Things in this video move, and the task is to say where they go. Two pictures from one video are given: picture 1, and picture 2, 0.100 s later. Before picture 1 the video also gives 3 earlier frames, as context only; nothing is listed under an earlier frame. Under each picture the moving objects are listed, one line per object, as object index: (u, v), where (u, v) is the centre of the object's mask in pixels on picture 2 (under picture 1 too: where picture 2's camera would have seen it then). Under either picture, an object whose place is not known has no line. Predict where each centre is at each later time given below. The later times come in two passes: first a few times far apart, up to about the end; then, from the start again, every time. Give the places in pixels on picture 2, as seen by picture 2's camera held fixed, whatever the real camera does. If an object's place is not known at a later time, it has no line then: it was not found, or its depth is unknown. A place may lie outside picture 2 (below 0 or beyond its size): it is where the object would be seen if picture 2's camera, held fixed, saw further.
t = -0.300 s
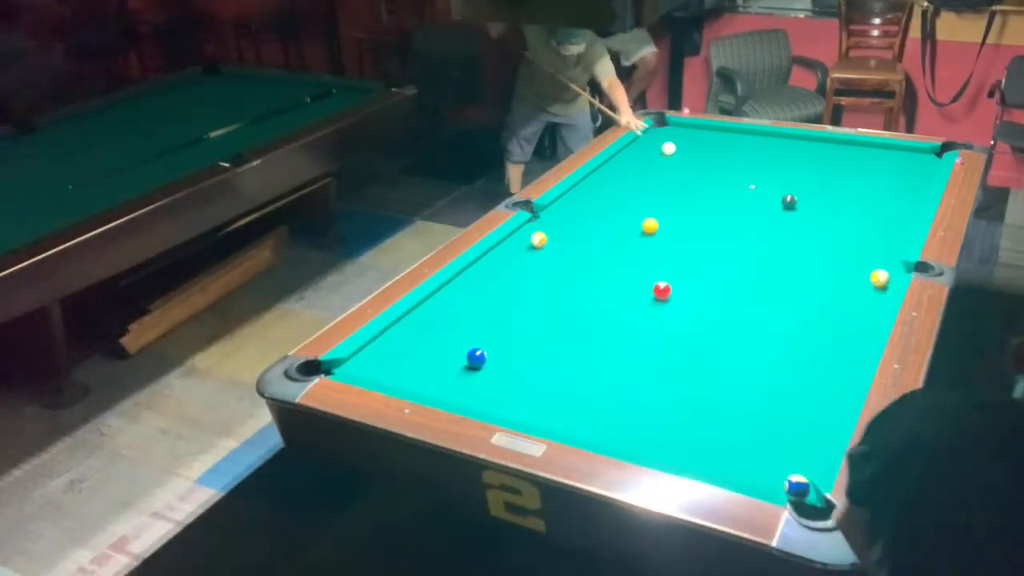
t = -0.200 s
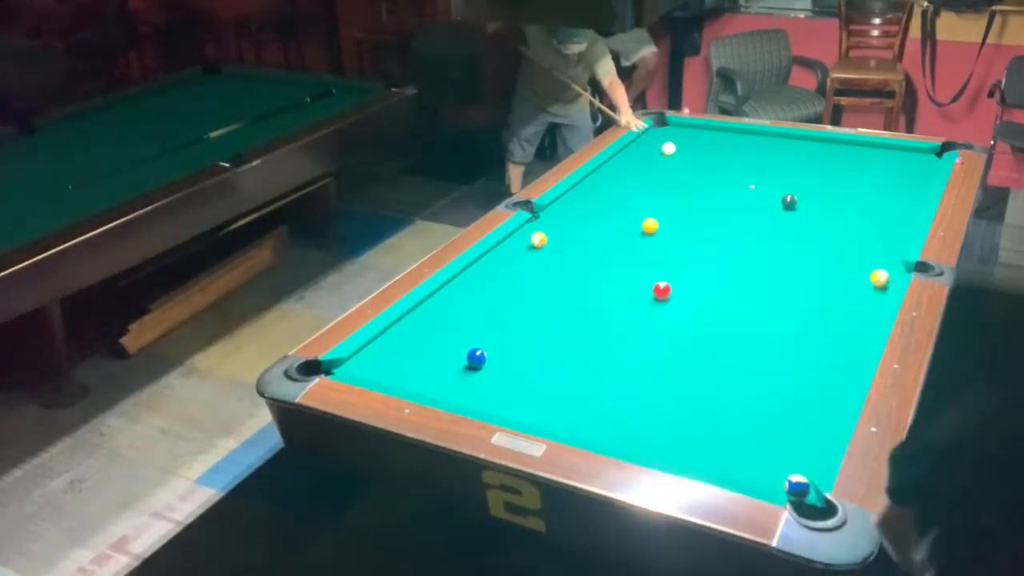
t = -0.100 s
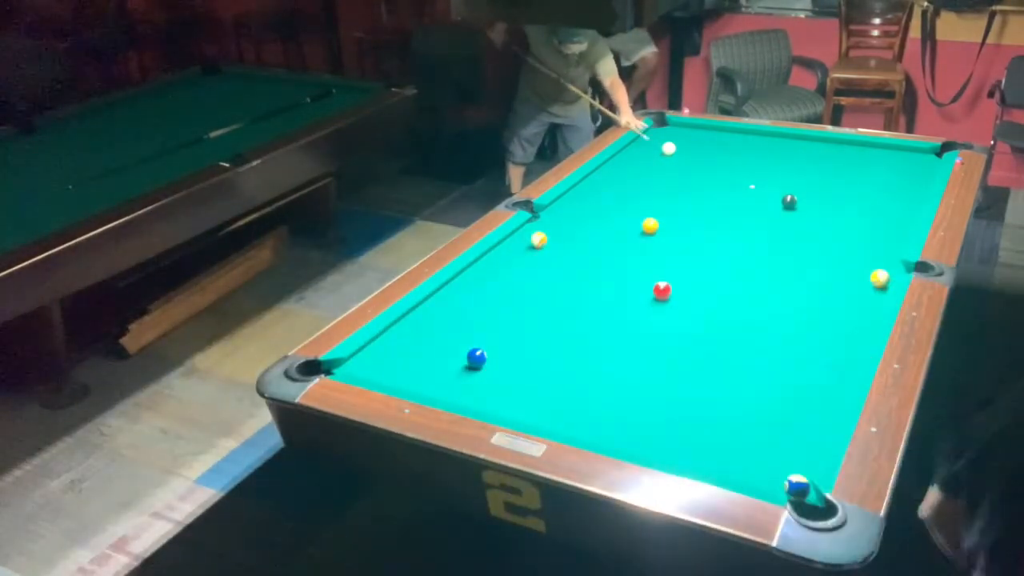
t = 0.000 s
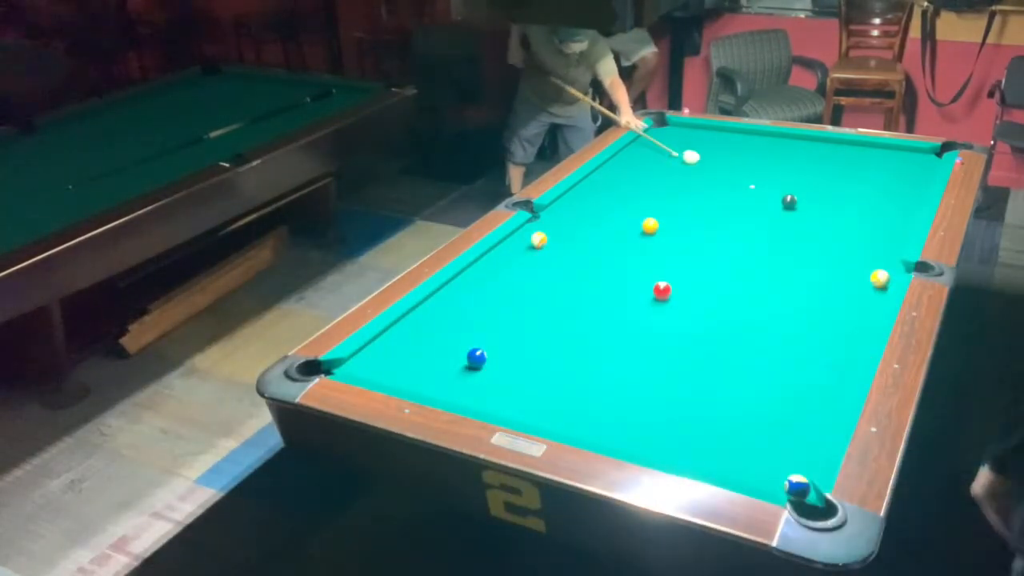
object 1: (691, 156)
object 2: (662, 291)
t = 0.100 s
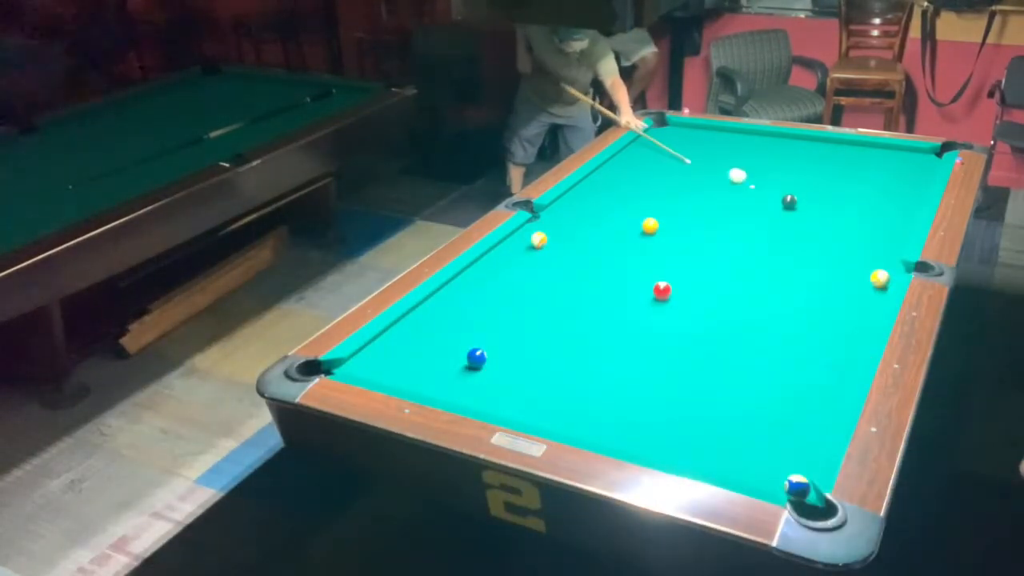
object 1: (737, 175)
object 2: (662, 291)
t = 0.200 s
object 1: (783, 192)
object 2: (662, 291)
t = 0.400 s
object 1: (844, 195)
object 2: (662, 291)
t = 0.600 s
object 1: (887, 193)
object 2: (662, 291)
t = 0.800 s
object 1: (916, 189)
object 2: (662, 291)
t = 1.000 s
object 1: (896, 180)
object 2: (662, 291)
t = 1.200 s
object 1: (877, 171)
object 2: (662, 291)
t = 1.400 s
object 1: (860, 163)
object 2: (662, 291)
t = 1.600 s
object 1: (844, 156)
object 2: (662, 291)
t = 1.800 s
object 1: (829, 149)
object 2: (662, 291)
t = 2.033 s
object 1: (813, 142)
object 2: (662, 291)
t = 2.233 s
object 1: (800, 137)
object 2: (662, 291)
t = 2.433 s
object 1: (786, 138)
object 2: (662, 291)
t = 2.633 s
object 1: (773, 139)
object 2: (662, 291)
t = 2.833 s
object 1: (760, 140)
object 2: (662, 291)
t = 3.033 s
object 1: (749, 140)
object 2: (662, 291)
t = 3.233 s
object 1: (737, 141)
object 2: (663, 291)
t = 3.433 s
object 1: (727, 142)
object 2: (670, 289)
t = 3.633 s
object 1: (718, 143)
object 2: (677, 286)
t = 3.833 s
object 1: (709, 144)
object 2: (684, 284)
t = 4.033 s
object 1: (701, 145)
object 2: (689, 281)
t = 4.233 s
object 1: (693, 145)
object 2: (695, 279)
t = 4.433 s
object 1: (687, 146)
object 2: (700, 278)
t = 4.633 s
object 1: (681, 146)
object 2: (703, 277)
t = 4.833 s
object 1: (676, 147)
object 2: (706, 276)
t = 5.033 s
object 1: (672, 147)
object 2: (708, 275)
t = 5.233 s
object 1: (668, 147)
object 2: (709, 275)
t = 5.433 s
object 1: (666, 148)
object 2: (709, 274)
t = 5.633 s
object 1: (664, 148)
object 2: (709, 274)
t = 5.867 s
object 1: (663, 148)
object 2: (709, 274)
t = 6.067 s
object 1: (663, 148)
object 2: (709, 274)
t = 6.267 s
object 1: (663, 148)
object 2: (709, 274)
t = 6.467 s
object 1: (663, 148)
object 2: (709, 275)
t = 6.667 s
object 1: (663, 148)
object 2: (710, 274)
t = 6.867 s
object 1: (663, 148)
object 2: (709, 274)
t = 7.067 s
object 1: (663, 148)
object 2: (709, 274)
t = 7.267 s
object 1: (663, 148)
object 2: (709, 274)
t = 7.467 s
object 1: (663, 148)
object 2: (709, 274)
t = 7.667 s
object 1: (663, 148)
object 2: (709, 274)
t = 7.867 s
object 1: (663, 148)
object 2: (709, 274)
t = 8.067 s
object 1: (663, 148)
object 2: (709, 274)
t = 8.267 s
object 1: (663, 148)
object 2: (710, 274)
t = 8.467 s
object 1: (663, 148)
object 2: (710, 274)
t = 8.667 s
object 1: (663, 148)
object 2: (710, 274)
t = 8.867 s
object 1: (663, 148)
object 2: (709, 274)
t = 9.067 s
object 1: (663, 148)
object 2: (709, 274)
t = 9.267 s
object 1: (663, 148)
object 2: (709, 274)
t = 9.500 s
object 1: (663, 148)
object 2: (709, 274)
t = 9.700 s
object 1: (663, 148)
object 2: (709, 274)
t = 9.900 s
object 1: (663, 148)
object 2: (709, 274)
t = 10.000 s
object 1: (663, 148)
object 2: (709, 274)
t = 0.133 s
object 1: (753, 182)
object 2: (662, 291)
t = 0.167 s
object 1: (769, 188)
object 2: (662, 291)
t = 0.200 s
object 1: (783, 192)
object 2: (662, 291)
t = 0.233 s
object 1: (797, 194)
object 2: (662, 291)
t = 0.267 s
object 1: (808, 195)
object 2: (662, 291)
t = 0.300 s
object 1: (817, 195)
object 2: (662, 291)
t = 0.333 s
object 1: (827, 195)
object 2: (662, 291)
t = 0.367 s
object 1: (836, 195)
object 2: (662, 291)
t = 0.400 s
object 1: (844, 195)
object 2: (662, 291)
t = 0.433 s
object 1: (851, 194)
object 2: (662, 291)
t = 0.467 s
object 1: (858, 194)
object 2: (662, 291)
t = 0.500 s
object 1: (866, 194)
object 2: (662, 291)
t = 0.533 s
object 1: (873, 193)
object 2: (662, 291)
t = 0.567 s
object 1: (880, 193)
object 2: (662, 291)
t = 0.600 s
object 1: (887, 193)
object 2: (662, 291)
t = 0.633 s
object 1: (895, 193)
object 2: (662, 291)
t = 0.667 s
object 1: (902, 192)
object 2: (662, 291)
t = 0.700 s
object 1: (909, 192)
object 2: (662, 291)
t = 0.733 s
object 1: (916, 192)
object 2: (662, 291)
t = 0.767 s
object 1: (920, 191)
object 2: (662, 291)
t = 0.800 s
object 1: (916, 189)
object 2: (662, 291)
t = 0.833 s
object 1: (912, 188)
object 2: (662, 291)
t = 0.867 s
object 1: (909, 186)
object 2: (662, 291)
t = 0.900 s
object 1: (906, 184)
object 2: (662, 291)
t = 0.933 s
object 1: (902, 183)
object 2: (662, 291)
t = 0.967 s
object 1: (899, 181)
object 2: (662, 291)
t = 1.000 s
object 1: (896, 180)
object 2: (662, 291)
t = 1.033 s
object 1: (892, 178)
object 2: (662, 291)
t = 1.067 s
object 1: (889, 177)
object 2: (662, 291)
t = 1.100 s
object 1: (886, 176)
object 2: (662, 291)
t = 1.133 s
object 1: (883, 174)
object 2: (662, 291)
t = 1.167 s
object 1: (880, 173)
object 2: (662, 291)
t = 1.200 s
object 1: (877, 171)
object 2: (662, 291)
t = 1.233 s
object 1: (874, 170)
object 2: (662, 291)
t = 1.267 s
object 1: (871, 168)
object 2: (662, 291)
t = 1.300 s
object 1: (868, 167)
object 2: (662, 291)
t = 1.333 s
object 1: (865, 166)
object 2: (662, 291)
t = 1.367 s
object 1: (862, 164)
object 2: (662, 291)
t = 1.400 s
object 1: (860, 163)
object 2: (662, 291)
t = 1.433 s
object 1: (857, 162)
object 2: (662, 291)
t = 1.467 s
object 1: (854, 161)
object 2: (662, 291)
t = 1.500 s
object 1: (851, 159)
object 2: (662, 291)
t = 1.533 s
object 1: (849, 158)
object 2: (662, 291)
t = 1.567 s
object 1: (846, 157)
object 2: (662, 291)
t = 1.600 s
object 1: (844, 156)
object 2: (662, 291)
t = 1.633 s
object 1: (841, 154)
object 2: (662, 291)
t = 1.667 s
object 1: (839, 153)
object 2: (662, 291)
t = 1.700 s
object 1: (836, 152)
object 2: (662, 291)
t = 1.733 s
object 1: (834, 151)
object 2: (662, 291)
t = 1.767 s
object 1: (831, 150)
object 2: (662, 291)
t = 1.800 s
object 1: (829, 149)
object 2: (662, 291)
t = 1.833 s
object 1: (827, 147)
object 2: (662, 291)
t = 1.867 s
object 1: (824, 146)
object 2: (662, 291)
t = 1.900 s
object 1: (822, 145)
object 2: (662, 291)
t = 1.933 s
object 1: (820, 144)
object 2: (662, 291)
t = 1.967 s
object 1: (818, 144)
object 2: (662, 291)
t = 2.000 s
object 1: (815, 142)
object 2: (662, 291)
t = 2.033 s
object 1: (813, 142)
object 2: (662, 291)
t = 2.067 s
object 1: (811, 140)
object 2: (662, 291)
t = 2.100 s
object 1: (809, 139)
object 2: (662, 291)
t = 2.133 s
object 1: (807, 138)
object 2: (662, 291)
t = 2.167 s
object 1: (805, 137)
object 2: (662, 291)
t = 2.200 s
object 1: (803, 137)
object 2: (662, 291)
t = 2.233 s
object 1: (800, 137)
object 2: (662, 291)
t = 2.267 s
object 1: (798, 137)
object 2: (662, 291)
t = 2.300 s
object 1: (795, 137)
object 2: (662, 291)
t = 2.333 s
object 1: (793, 137)
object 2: (662, 291)
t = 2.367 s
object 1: (791, 137)
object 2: (662, 291)
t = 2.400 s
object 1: (789, 137)
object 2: (662, 291)
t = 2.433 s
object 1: (786, 138)
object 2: (662, 291)
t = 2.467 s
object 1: (784, 138)
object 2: (662, 291)
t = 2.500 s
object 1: (782, 138)
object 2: (662, 291)
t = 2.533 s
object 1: (780, 138)
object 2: (662, 291)
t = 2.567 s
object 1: (777, 138)
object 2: (662, 291)
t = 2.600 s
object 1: (775, 139)
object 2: (662, 291)
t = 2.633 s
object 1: (773, 139)
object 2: (662, 291)
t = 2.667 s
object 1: (771, 139)
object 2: (662, 291)
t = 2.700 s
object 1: (769, 139)
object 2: (662, 291)
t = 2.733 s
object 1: (767, 139)
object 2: (662, 291)
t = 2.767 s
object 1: (764, 139)
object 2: (662, 291)
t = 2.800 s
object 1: (763, 140)
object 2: (662, 291)
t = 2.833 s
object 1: (760, 140)
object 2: (662, 291)
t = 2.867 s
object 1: (758, 140)
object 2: (662, 291)
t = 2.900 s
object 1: (756, 140)
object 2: (662, 291)
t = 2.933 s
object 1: (754, 140)
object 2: (662, 291)
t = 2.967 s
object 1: (753, 140)
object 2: (662, 291)
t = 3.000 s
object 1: (751, 141)
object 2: (662, 291)
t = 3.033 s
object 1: (749, 140)
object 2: (662, 291)
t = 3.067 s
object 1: (747, 141)
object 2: (662, 291)
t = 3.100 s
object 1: (745, 141)
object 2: (662, 291)
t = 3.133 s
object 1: (743, 141)
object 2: (662, 291)
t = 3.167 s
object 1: (741, 141)
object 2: (662, 291)
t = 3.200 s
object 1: (739, 141)
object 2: (662, 291)
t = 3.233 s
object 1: (737, 141)
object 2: (663, 291)
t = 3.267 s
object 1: (736, 142)
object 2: (663, 291)
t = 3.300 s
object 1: (734, 142)
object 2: (664, 291)
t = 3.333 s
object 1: (732, 142)
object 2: (665, 290)
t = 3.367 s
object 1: (731, 142)
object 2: (667, 290)
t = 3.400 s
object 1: (729, 142)
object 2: (668, 289)
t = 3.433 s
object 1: (727, 142)
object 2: (670, 289)
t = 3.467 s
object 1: (725, 142)
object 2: (671, 288)
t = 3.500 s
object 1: (724, 143)
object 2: (672, 288)
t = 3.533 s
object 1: (722, 143)
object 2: (673, 287)
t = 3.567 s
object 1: (721, 143)
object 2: (675, 287)
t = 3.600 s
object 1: (719, 143)
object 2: (676, 286)
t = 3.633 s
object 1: (718, 143)
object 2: (677, 286)
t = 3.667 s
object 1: (716, 143)
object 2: (678, 286)
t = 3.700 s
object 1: (715, 143)
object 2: (679, 285)
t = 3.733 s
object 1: (713, 143)
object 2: (681, 285)
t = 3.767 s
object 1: (712, 144)
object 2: (681, 284)
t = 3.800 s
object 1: (710, 144)
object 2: (683, 284)
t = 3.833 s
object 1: (709, 144)
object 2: (684, 284)
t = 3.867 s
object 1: (707, 144)
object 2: (684, 283)
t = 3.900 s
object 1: (706, 144)
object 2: (686, 283)
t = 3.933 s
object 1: (705, 144)
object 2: (687, 282)
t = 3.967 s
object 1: (703, 144)
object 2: (688, 282)
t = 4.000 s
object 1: (702, 144)
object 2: (689, 282)
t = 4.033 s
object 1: (701, 145)
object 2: (689, 281)
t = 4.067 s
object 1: (699, 145)
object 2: (691, 281)
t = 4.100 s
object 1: (698, 145)
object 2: (691, 280)
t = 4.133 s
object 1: (697, 145)
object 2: (692, 280)
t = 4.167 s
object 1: (695, 145)
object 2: (693, 280)
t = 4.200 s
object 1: (695, 145)
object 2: (694, 280)
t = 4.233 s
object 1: (693, 145)
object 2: (695, 279)
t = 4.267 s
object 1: (692, 145)
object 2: (696, 279)
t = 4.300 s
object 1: (691, 145)
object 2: (697, 279)
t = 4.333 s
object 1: (690, 146)
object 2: (697, 279)
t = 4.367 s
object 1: (689, 146)
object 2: (698, 279)
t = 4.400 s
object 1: (688, 146)
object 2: (699, 279)
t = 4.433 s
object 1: (687, 146)
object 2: (700, 278)
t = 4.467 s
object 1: (686, 146)
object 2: (700, 278)
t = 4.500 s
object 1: (685, 146)
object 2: (701, 278)
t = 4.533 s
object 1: (684, 146)
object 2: (702, 277)
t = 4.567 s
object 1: (683, 146)
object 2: (702, 277)
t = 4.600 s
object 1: (682, 146)
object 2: (703, 277)
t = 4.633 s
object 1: (681, 146)
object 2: (703, 277)
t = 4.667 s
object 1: (680, 146)
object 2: (704, 277)
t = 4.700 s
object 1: (679, 146)
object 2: (704, 277)
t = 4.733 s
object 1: (678, 146)
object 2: (705, 276)
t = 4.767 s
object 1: (678, 147)
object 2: (705, 276)
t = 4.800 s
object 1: (677, 147)
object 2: (705, 276)
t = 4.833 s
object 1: (676, 147)
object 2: (706, 276)
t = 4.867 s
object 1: (675, 147)
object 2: (707, 276)
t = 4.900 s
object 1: (675, 147)
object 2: (707, 276)
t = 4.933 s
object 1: (674, 147)
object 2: (707, 275)
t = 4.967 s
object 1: (673, 147)
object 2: (707, 275)
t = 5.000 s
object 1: (672, 147)
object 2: (708, 275)
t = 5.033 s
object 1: (672, 147)
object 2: (708, 275)
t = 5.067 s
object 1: (671, 147)
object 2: (708, 275)
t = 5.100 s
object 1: (671, 147)
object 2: (708, 275)
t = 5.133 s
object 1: (670, 147)
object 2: (708, 275)
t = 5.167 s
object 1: (669, 147)
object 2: (709, 275)
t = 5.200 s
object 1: (669, 147)
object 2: (709, 275)
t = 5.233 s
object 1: (668, 147)
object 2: (709, 275)
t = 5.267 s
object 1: (668, 147)
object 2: (709, 274)
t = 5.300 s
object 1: (667, 147)
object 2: (709, 274)
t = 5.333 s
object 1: (667, 147)
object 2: (709, 274)
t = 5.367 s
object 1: (666, 148)
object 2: (709, 274)
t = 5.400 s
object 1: (666, 148)
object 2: (709, 274)
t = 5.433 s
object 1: (666, 148)
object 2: (709, 274)
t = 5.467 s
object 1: (665, 148)
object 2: (709, 274)
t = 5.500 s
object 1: (665, 148)
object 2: (710, 274)
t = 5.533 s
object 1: (664, 148)
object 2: (709, 274)
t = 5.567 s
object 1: (664, 148)
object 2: (709, 274)
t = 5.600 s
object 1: (664, 148)
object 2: (709, 274)
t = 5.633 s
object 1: (664, 148)
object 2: (709, 274)
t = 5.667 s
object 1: (663, 148)
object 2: (709, 274)
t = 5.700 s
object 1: (663, 148)
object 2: (709, 274)
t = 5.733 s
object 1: (663, 148)
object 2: (709, 274)
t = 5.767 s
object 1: (663, 148)
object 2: (709, 274)
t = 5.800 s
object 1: (663, 148)
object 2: (709, 274)
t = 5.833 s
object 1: (663, 148)
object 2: (709, 274)
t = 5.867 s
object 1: (663, 148)
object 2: (709, 274)
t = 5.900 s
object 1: (663, 148)
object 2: (709, 274)
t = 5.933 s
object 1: (663, 148)
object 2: (709, 275)
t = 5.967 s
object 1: (663, 148)
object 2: (709, 274)
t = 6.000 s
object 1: (663, 148)
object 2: (709, 274)
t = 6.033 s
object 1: (663, 148)
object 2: (709, 274)
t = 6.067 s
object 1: (663, 148)
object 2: (709, 274)
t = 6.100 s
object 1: (663, 148)
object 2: (709, 274)
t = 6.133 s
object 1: (663, 148)
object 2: (709, 274)
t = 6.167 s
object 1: (663, 148)
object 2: (709, 274)
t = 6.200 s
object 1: (663, 148)
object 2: (709, 274)
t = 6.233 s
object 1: (663, 148)
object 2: (709, 274)
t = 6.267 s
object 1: (663, 148)
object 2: (709, 274)
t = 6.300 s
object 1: (663, 148)
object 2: (709, 274)
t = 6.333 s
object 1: (663, 148)
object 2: (709, 274)
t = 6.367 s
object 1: (663, 148)
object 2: (709, 274)
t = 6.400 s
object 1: (663, 148)
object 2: (709, 275)
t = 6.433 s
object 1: (663, 148)
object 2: (709, 275)
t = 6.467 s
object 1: (663, 148)
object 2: (709, 275)
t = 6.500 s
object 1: (663, 148)
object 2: (709, 275)
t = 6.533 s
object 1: (663, 148)
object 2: (710, 274)
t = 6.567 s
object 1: (663, 148)
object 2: (710, 274)
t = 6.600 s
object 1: (663, 148)
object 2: (710, 274)
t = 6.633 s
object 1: (663, 148)
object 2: (709, 274)
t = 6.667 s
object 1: (663, 148)
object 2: (710, 274)
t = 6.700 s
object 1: (663, 148)
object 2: (710, 274)
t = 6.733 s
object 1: (663, 148)
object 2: (710, 274)
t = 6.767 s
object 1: (663, 148)
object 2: (710, 274)
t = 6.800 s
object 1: (663, 148)
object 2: (709, 274)
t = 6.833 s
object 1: (663, 148)
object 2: (710, 274)
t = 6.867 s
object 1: (663, 148)
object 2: (709, 274)
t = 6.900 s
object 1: (663, 148)
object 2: (710, 274)
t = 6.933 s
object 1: (663, 148)
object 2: (709, 274)
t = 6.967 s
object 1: (663, 148)
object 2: (709, 274)
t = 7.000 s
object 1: (663, 148)
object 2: (709, 274)
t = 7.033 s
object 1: (663, 148)
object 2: (709, 274)
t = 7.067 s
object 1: (663, 148)
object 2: (709, 274)
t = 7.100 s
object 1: (663, 148)
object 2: (709, 274)
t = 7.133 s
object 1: (663, 148)
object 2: (709, 274)
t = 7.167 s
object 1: (663, 148)
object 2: (709, 274)
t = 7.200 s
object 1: (663, 148)
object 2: (709, 274)
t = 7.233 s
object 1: (663, 148)
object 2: (709, 274)
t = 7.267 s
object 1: (663, 148)
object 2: (709, 274)
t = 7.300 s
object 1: (663, 148)
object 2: (709, 274)
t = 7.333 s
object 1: (663, 148)
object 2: (709, 274)
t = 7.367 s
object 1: (663, 148)
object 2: (709, 274)
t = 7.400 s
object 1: (663, 148)
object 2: (709, 274)
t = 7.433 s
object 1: (663, 148)
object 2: (709, 274)
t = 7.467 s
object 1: (663, 148)
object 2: (709, 274)
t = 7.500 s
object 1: (663, 148)
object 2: (709, 274)
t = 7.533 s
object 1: (663, 148)
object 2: (709, 274)
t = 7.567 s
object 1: (663, 148)
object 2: (709, 274)
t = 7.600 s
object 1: (663, 148)
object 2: (709, 274)
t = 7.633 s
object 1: (663, 148)
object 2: (709, 274)
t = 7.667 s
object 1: (663, 148)
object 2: (709, 274)
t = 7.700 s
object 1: (663, 148)
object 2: (709, 274)
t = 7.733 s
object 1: (663, 148)
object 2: (709, 274)
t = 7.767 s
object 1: (663, 148)
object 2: (710, 274)
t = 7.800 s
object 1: (663, 148)
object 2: (709, 274)
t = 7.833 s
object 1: (663, 148)
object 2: (710, 274)
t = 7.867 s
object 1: (663, 148)
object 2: (709, 274)
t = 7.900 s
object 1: (663, 148)
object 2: (709, 274)
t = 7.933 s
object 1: (663, 148)
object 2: (709, 274)
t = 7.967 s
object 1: (663, 148)
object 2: (709, 274)
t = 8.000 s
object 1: (663, 148)
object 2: (709, 274)
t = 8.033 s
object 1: (663, 148)
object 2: (709, 274)
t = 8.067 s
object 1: (663, 148)
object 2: (709, 274)
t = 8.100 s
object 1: (663, 148)
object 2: (709, 274)
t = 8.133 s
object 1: (663, 148)
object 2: (709, 274)
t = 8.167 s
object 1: (663, 148)
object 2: (710, 274)
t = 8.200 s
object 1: (663, 148)
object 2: (710, 274)
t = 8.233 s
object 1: (663, 148)
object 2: (710, 274)
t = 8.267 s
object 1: (663, 148)
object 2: (710, 274)
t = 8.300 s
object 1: (663, 148)
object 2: (710, 274)
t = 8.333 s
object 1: (663, 148)
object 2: (710, 274)
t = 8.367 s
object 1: (663, 148)
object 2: (710, 274)
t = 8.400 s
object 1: (663, 148)
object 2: (710, 274)
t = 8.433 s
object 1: (663, 148)
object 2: (710, 274)
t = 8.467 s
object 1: (663, 148)
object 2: (710, 274)
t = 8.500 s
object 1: (663, 148)
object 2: (710, 274)
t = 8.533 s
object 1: (663, 148)
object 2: (710, 274)
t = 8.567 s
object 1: (663, 148)
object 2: (710, 274)
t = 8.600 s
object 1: (663, 148)
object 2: (710, 274)
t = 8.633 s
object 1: (663, 148)
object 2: (710, 274)
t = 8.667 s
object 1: (663, 148)
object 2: (710, 274)
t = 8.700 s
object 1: (663, 148)
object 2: (710, 274)
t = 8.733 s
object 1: (663, 148)
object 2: (710, 274)
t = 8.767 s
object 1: (663, 148)
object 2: (709, 274)
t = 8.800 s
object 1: (663, 148)
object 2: (709, 274)
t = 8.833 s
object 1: (663, 148)
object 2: (709, 274)
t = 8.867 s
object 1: (663, 148)
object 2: (709, 274)
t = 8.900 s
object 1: (663, 148)
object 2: (709, 274)
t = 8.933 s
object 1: (663, 148)
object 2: (709, 274)
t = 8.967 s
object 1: (663, 148)
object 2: (709, 274)
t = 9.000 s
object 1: (663, 148)
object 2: (709, 274)
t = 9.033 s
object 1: (663, 148)
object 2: (709, 274)
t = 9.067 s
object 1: (663, 148)
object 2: (709, 274)
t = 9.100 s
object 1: (663, 148)
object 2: (709, 274)
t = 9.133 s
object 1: (663, 148)
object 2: (709, 274)
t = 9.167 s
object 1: (663, 148)
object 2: (709, 274)
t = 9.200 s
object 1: (663, 148)
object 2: (709, 274)
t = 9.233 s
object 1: (663, 148)
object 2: (709, 274)
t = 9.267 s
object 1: (663, 148)
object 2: (709, 274)
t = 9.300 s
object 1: (663, 148)
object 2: (709, 274)
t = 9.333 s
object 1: (663, 148)
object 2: (709, 274)
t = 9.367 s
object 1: (663, 148)
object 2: (709, 274)
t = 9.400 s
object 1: (663, 148)
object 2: (709, 274)
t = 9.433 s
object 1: (663, 148)
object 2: (709, 274)
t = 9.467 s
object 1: (663, 148)
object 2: (709, 274)
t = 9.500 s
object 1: (663, 148)
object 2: (709, 274)
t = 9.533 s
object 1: (663, 148)
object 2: (709, 274)
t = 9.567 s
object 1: (663, 148)
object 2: (709, 274)
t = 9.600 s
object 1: (663, 148)
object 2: (709, 274)
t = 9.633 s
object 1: (663, 148)
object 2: (709, 274)
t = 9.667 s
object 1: (663, 148)
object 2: (709, 274)
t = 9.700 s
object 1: (663, 148)
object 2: (709, 274)
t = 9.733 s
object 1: (663, 148)
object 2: (709, 274)
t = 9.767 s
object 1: (663, 148)
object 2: (709, 274)
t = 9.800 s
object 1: (663, 148)
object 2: (709, 274)
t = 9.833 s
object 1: (663, 148)
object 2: (709, 274)
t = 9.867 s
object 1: (663, 148)
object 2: (709, 274)
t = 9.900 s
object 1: (663, 148)
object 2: (709, 274)
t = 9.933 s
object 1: (663, 148)
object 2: (709, 274)
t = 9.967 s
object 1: (663, 148)
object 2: (709, 274)
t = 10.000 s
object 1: (663, 148)
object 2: (709, 274)
